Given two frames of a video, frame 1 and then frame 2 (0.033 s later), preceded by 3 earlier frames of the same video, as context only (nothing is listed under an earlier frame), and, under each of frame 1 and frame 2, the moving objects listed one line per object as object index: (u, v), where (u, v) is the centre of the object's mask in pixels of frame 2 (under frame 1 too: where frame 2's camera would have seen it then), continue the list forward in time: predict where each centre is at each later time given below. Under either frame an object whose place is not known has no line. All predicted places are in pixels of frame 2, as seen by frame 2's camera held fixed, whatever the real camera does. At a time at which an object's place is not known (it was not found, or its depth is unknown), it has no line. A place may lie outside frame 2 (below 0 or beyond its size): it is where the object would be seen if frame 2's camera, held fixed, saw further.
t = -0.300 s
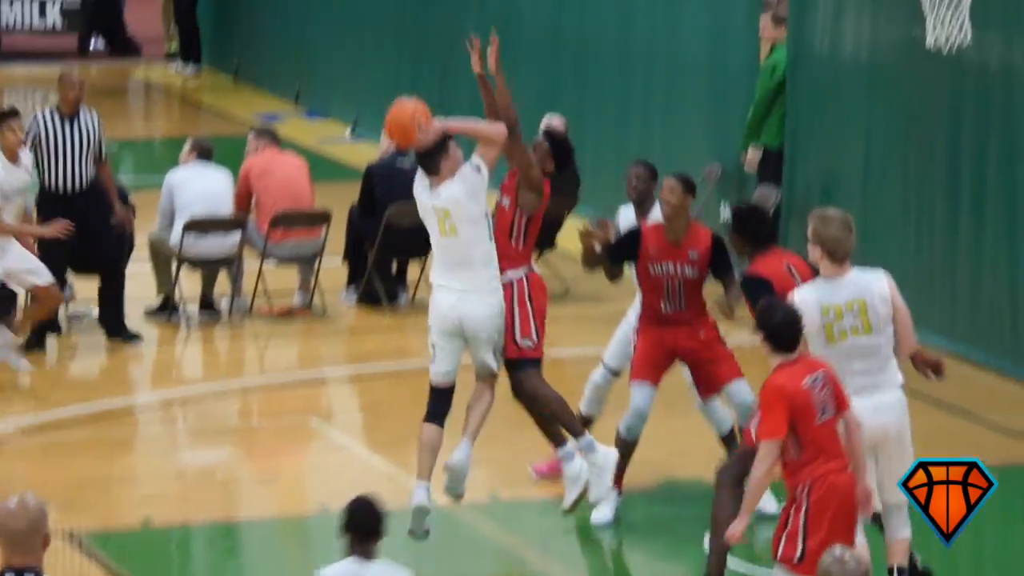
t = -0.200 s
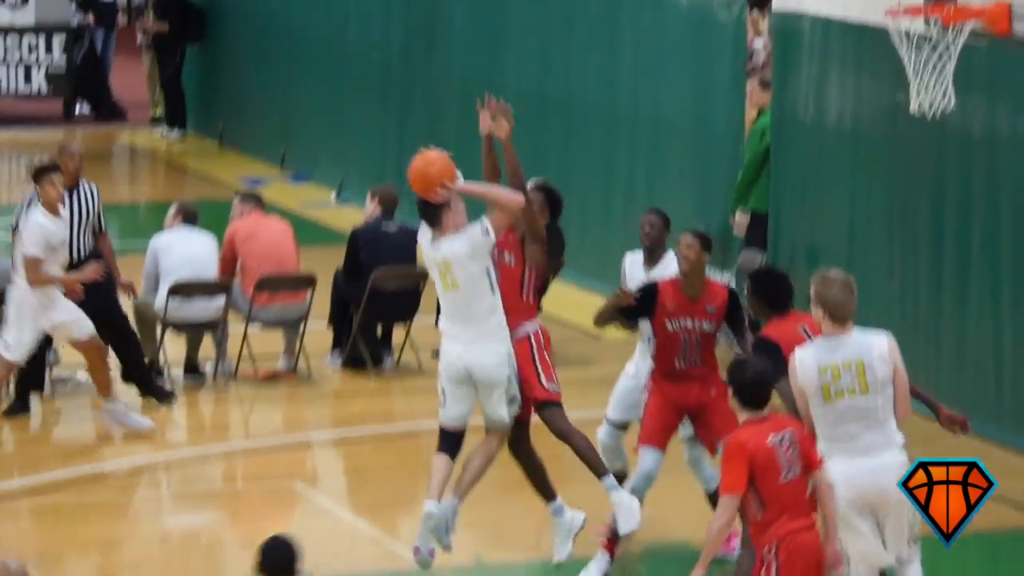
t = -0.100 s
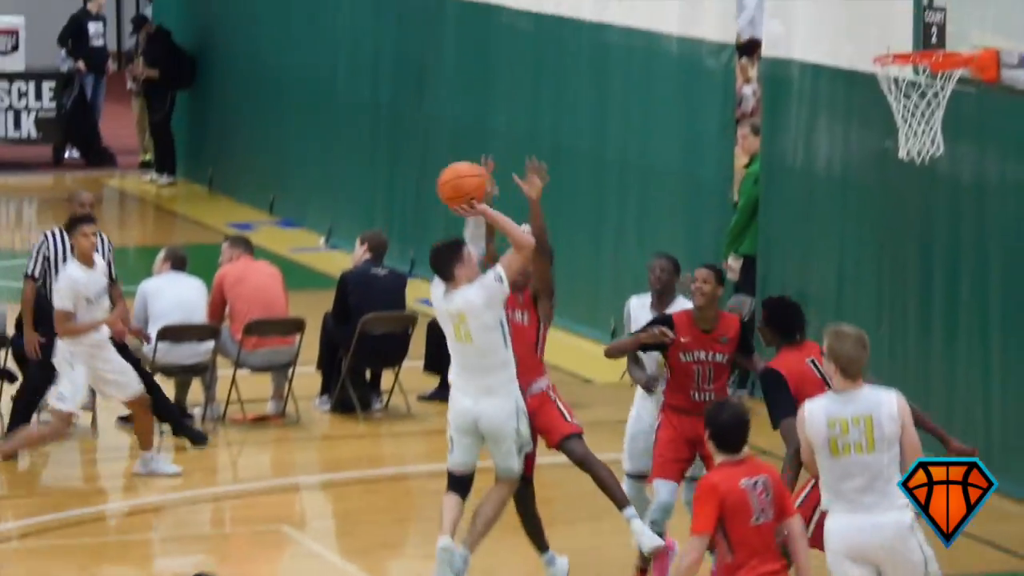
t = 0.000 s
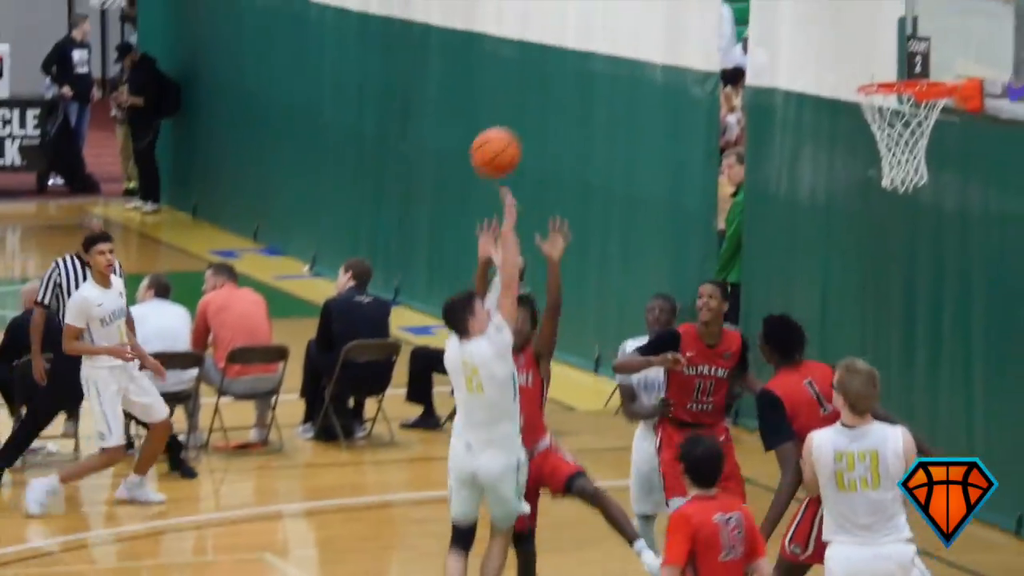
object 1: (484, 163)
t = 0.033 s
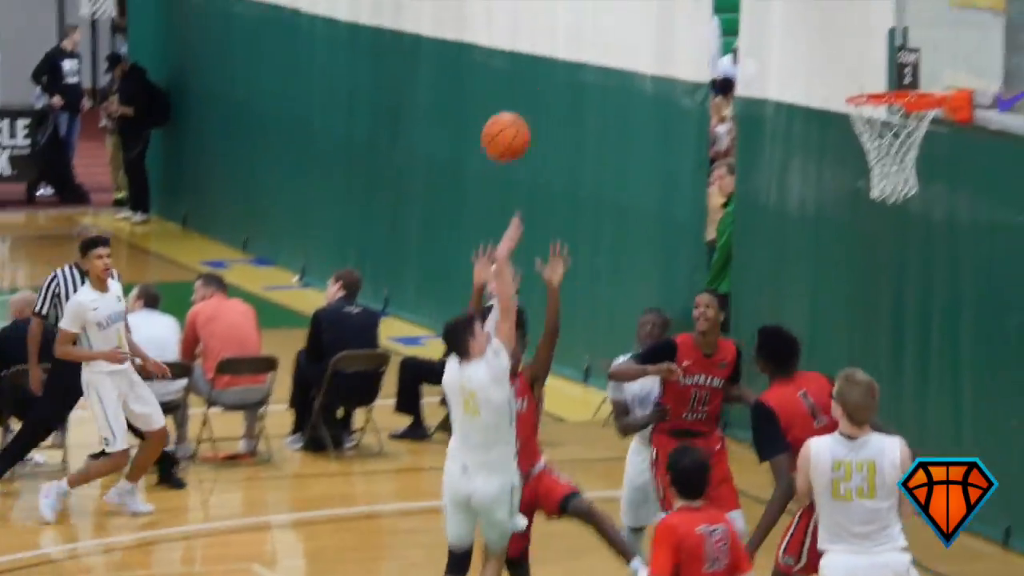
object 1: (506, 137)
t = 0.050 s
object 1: (516, 124)
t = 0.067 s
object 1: (526, 113)
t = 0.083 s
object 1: (536, 102)
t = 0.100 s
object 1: (546, 91)
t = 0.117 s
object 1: (556, 81)
